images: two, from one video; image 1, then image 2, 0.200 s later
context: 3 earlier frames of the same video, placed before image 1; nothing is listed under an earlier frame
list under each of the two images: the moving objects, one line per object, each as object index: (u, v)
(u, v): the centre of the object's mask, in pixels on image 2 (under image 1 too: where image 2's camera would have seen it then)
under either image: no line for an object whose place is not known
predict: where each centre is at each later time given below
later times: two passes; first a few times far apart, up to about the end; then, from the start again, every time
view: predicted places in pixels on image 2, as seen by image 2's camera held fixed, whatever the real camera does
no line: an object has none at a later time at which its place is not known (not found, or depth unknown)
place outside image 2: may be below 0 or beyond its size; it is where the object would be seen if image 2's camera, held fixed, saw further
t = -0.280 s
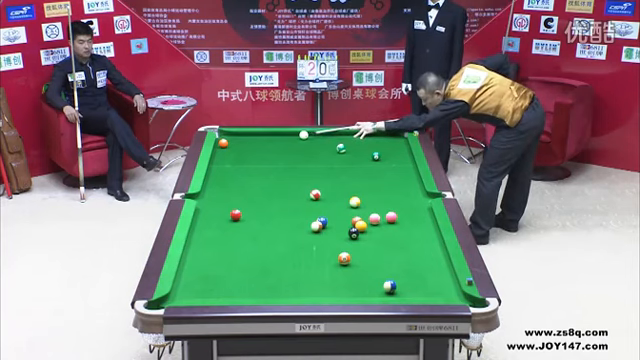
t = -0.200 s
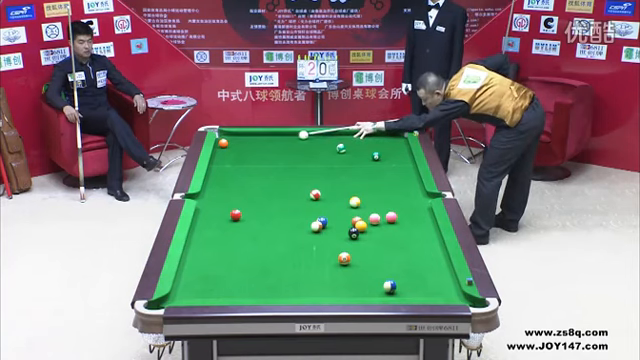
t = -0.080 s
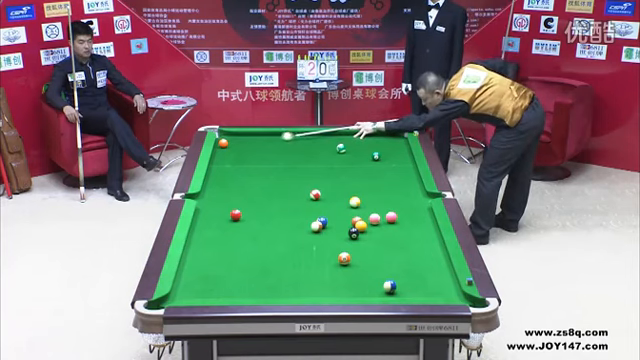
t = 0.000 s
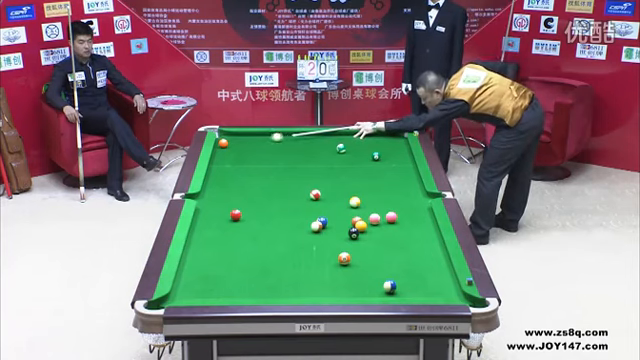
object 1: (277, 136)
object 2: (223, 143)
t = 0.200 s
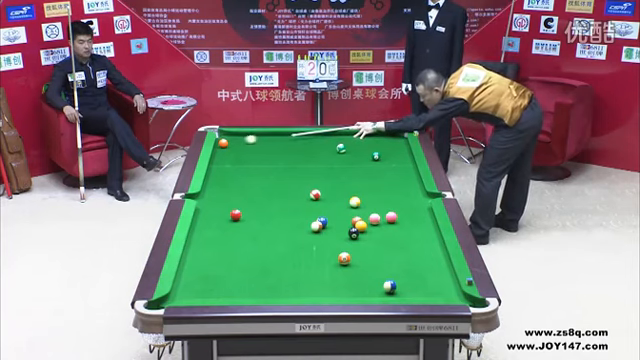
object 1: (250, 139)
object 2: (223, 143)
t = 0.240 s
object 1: (246, 139)
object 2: (223, 143)
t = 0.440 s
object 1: (226, 140)
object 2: (218, 145)
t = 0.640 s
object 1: (222, 139)
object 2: (225, 147)
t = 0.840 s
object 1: (230, 138)
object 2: (232, 148)
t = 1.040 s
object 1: (236, 137)
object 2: (238, 150)
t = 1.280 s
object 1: (244, 136)
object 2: (245, 152)
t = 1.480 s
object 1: (249, 136)
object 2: (251, 154)
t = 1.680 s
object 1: (253, 135)
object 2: (256, 155)
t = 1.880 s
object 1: (257, 135)
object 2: (261, 156)
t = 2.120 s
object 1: (261, 135)
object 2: (266, 158)
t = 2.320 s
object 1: (264, 134)
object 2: (270, 159)
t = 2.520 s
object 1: (266, 134)
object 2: (273, 160)
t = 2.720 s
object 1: (268, 134)
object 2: (276, 160)
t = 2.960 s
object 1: (269, 134)
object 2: (279, 161)
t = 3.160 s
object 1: (269, 134)
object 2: (281, 161)
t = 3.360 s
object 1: (269, 134)
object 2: (282, 162)
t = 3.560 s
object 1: (269, 134)
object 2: (283, 162)
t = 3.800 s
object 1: (269, 134)
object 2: (284, 162)
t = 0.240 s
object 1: (246, 139)
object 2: (223, 143)
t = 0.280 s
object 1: (240, 140)
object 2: (223, 143)
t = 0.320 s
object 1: (236, 140)
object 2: (223, 143)
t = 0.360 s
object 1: (231, 140)
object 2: (222, 143)
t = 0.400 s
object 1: (228, 141)
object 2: (220, 144)
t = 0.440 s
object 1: (226, 140)
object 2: (218, 145)
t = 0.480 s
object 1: (224, 140)
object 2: (219, 145)
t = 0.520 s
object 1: (221, 139)
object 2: (221, 146)
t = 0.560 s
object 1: (219, 139)
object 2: (223, 146)
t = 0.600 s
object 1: (221, 139)
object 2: (224, 147)
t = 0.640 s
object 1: (222, 139)
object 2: (225, 147)
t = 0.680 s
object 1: (224, 139)
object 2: (227, 147)
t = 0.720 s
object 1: (226, 139)
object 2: (228, 147)
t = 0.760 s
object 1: (227, 138)
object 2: (229, 148)
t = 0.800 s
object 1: (229, 138)
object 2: (230, 148)
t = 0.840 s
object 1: (230, 138)
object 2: (232, 148)
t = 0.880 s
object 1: (231, 138)
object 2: (233, 149)
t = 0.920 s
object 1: (232, 138)
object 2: (234, 149)
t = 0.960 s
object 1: (234, 138)
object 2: (236, 149)
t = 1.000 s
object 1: (235, 137)
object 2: (237, 150)
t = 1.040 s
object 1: (236, 137)
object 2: (238, 150)
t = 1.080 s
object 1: (238, 137)
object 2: (240, 150)
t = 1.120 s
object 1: (239, 137)
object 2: (241, 151)
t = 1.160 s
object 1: (240, 137)
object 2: (242, 151)
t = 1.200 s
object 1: (241, 137)
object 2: (243, 151)
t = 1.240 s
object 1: (243, 137)
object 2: (244, 152)
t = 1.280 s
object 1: (244, 136)
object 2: (245, 152)
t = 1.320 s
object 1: (245, 136)
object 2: (247, 153)
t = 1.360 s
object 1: (246, 136)
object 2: (248, 153)
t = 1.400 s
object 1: (247, 136)
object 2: (249, 153)
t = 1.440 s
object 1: (248, 136)
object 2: (250, 153)
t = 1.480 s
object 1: (249, 136)
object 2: (251, 154)
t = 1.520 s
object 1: (250, 136)
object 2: (252, 154)
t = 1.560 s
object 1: (251, 136)
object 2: (253, 154)
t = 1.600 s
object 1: (252, 136)
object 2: (254, 154)
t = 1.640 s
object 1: (253, 135)
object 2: (255, 155)
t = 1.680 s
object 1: (253, 135)
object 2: (256, 155)
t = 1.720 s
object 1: (254, 135)
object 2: (257, 155)
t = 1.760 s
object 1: (255, 135)
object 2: (259, 155)
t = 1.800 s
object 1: (256, 135)
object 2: (259, 156)
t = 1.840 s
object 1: (257, 135)
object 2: (260, 156)
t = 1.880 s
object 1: (257, 135)
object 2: (261, 156)
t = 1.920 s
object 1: (258, 135)
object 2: (262, 156)
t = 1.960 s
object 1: (259, 135)
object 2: (263, 157)
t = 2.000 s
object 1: (259, 135)
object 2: (264, 157)
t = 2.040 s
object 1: (260, 135)
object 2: (265, 157)
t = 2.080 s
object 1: (261, 134)
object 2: (265, 158)
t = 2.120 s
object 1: (261, 135)
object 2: (266, 158)
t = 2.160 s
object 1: (262, 135)
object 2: (267, 158)
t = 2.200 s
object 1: (262, 134)
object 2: (268, 158)
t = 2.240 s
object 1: (263, 134)
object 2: (269, 158)
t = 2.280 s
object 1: (264, 134)
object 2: (269, 159)
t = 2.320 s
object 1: (264, 134)
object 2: (270, 159)
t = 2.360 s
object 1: (265, 134)
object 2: (271, 159)
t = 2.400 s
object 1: (265, 134)
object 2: (271, 159)
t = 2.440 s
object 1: (265, 134)
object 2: (272, 159)
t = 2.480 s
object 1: (266, 134)
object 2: (272, 159)
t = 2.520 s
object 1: (266, 134)
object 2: (273, 160)
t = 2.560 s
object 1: (266, 134)
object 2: (274, 160)
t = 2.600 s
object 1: (267, 134)
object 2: (275, 160)
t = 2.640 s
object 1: (267, 134)
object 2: (275, 160)
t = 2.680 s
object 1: (267, 134)
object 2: (276, 160)
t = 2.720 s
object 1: (268, 134)
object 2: (276, 160)
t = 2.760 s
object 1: (268, 134)
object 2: (277, 160)
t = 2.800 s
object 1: (268, 134)
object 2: (278, 161)
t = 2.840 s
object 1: (268, 134)
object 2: (278, 161)
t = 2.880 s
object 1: (268, 134)
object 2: (278, 161)
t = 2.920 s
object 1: (268, 134)
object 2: (279, 161)
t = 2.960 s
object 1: (269, 134)
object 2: (279, 161)
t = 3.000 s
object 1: (269, 134)
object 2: (280, 161)
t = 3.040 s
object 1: (269, 134)
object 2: (280, 161)
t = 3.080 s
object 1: (269, 134)
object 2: (280, 161)
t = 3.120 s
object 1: (269, 134)
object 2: (281, 161)
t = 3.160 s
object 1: (269, 134)
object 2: (281, 161)
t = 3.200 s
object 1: (269, 134)
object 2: (282, 162)
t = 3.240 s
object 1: (269, 134)
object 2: (282, 162)
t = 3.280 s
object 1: (269, 134)
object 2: (282, 162)
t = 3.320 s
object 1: (269, 134)
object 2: (282, 162)
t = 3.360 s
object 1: (269, 134)
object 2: (282, 162)
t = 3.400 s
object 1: (269, 134)
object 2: (283, 162)
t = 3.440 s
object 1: (269, 134)
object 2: (283, 162)
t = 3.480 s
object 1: (269, 134)
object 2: (283, 162)
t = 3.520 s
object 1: (269, 134)
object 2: (283, 162)
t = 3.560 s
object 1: (269, 134)
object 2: (283, 162)
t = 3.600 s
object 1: (269, 134)
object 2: (284, 162)
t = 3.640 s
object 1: (269, 134)
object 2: (284, 162)
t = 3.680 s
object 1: (269, 134)
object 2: (284, 162)
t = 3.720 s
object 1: (269, 134)
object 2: (284, 162)
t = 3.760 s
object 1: (269, 134)
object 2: (284, 162)
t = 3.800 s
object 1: (269, 134)
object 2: (284, 162)
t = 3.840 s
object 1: (269, 134)
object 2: (284, 162)
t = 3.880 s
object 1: (269, 134)
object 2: (284, 162)
